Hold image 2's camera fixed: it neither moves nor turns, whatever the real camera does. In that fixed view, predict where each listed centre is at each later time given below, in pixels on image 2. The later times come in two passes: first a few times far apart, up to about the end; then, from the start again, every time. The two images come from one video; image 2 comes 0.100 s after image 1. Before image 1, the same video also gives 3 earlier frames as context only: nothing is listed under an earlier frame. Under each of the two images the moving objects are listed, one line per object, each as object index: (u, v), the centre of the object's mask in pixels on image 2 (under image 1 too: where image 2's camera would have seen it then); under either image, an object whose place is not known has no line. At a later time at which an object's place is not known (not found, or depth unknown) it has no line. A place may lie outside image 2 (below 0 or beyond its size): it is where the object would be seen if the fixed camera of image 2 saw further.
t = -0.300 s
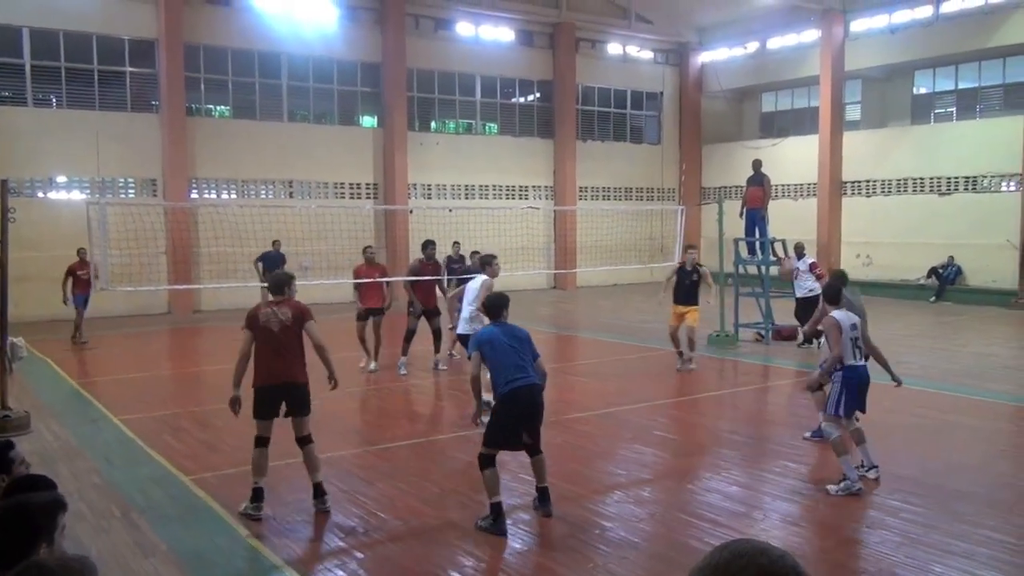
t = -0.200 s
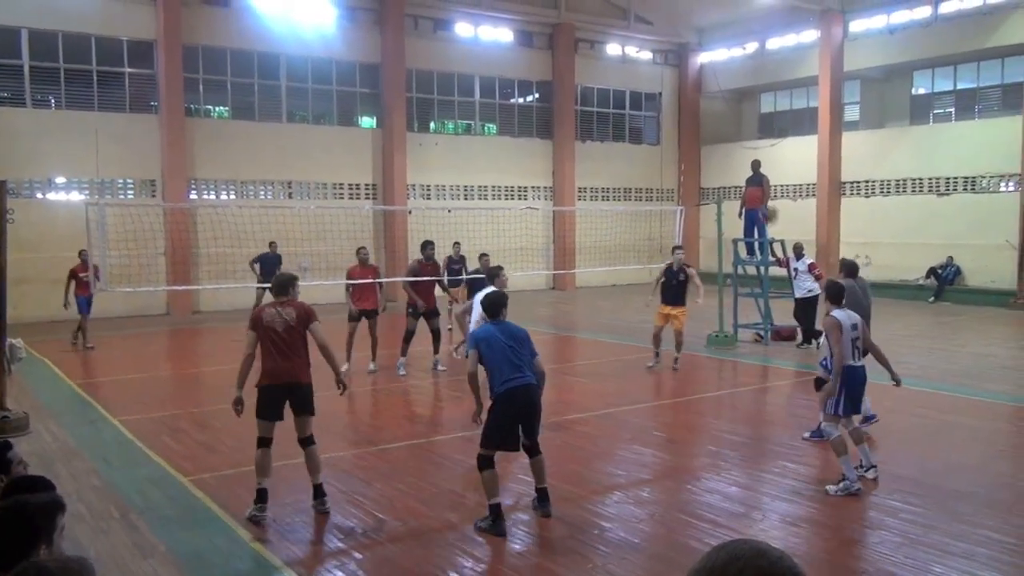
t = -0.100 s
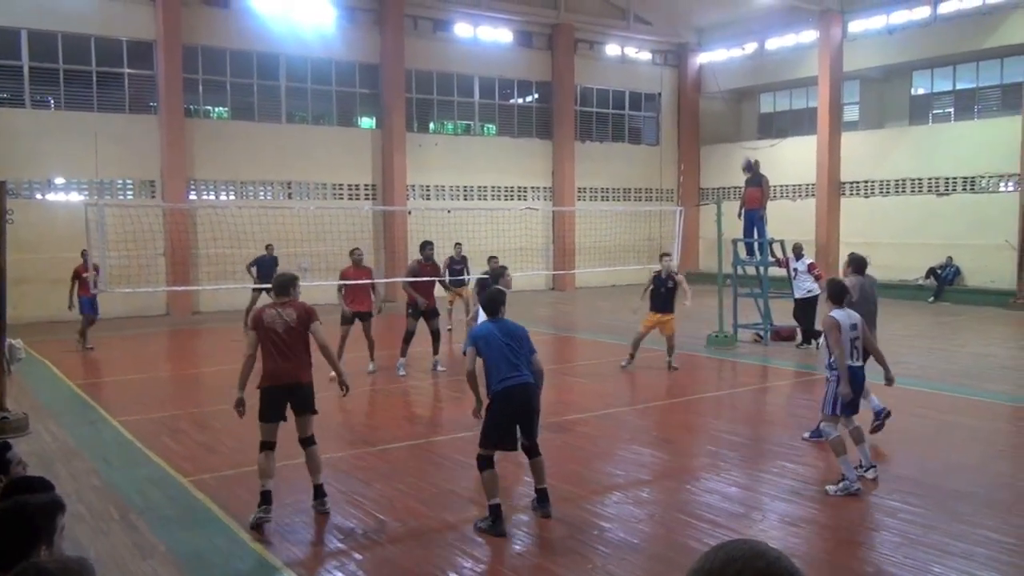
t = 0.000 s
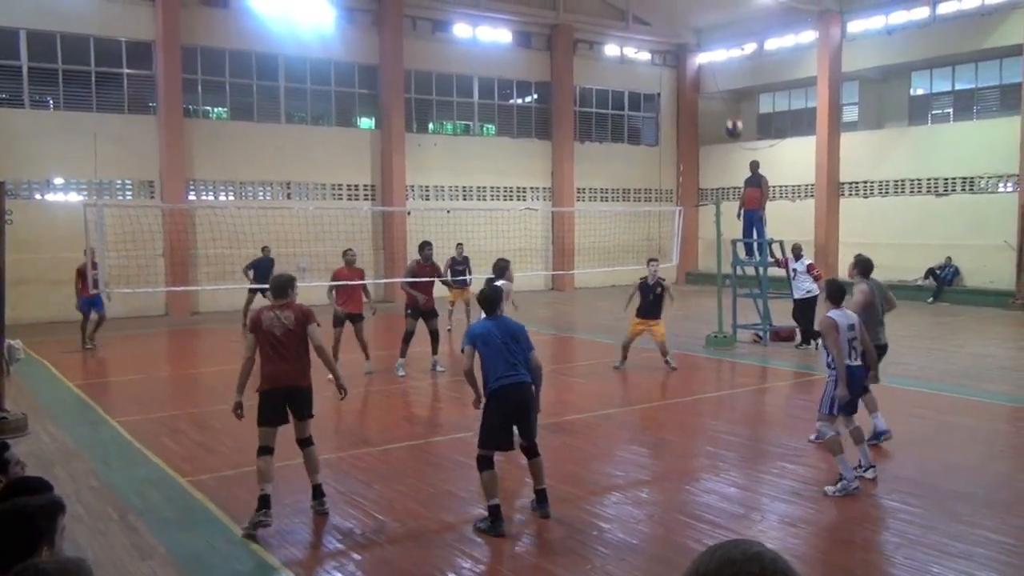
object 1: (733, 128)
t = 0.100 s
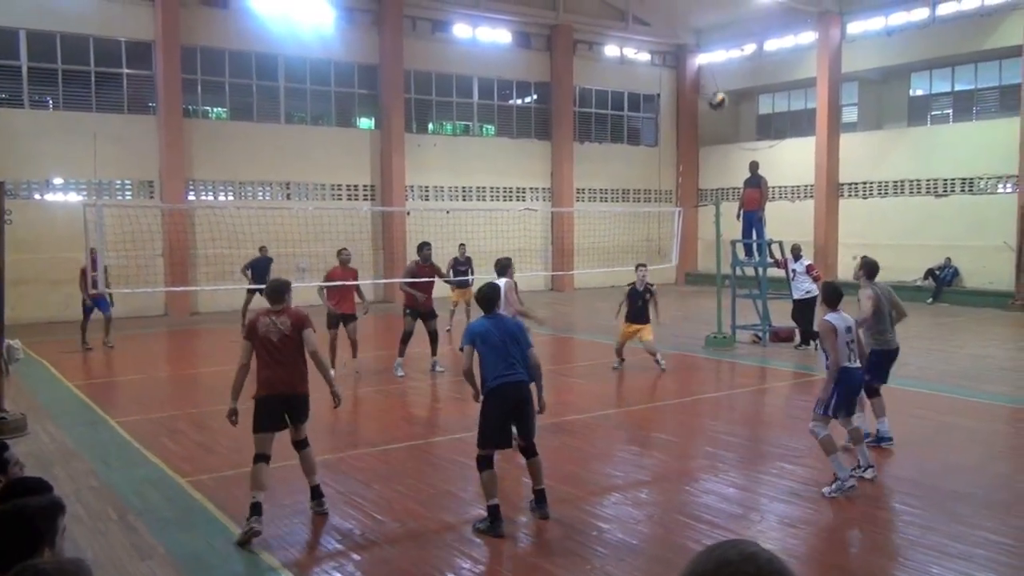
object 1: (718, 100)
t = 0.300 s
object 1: (689, 70)
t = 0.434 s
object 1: (669, 70)
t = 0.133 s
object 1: (713, 92)
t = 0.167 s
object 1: (708, 86)
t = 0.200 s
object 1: (704, 80)
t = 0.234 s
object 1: (699, 75)
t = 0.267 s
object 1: (694, 70)
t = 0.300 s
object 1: (689, 70)
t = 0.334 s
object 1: (684, 68)
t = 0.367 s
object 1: (678, 67)
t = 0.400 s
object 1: (675, 68)
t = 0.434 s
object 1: (669, 70)
